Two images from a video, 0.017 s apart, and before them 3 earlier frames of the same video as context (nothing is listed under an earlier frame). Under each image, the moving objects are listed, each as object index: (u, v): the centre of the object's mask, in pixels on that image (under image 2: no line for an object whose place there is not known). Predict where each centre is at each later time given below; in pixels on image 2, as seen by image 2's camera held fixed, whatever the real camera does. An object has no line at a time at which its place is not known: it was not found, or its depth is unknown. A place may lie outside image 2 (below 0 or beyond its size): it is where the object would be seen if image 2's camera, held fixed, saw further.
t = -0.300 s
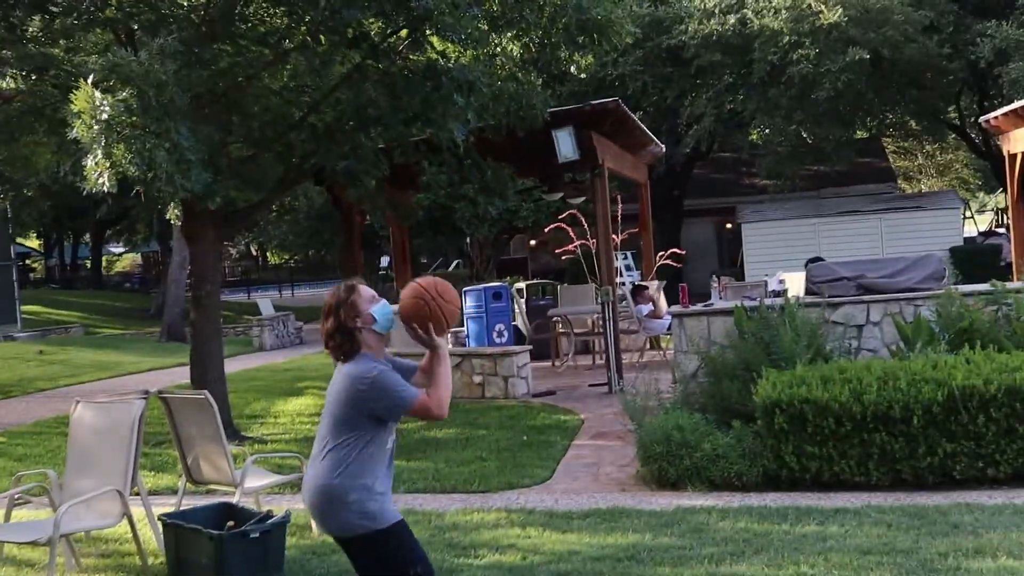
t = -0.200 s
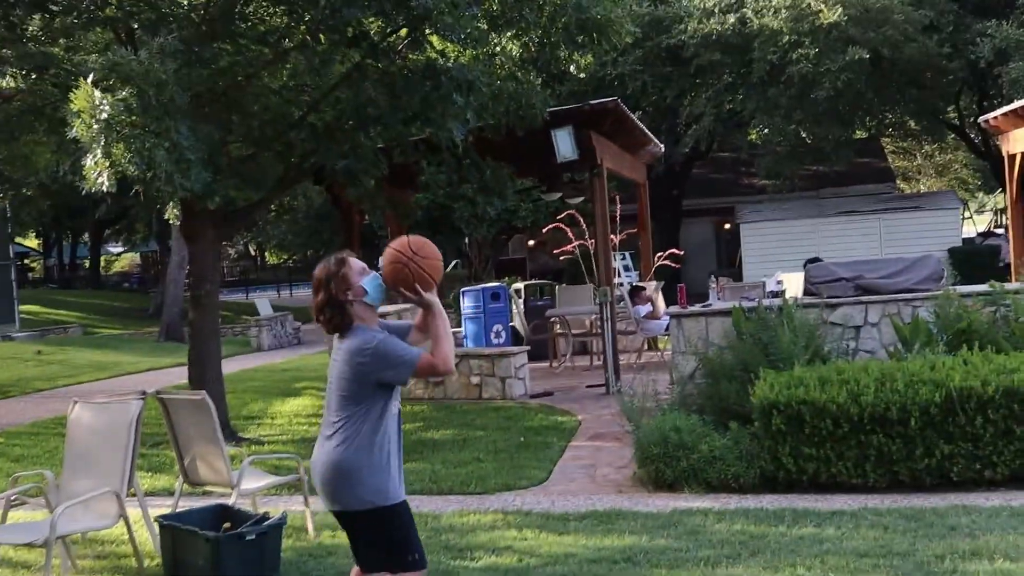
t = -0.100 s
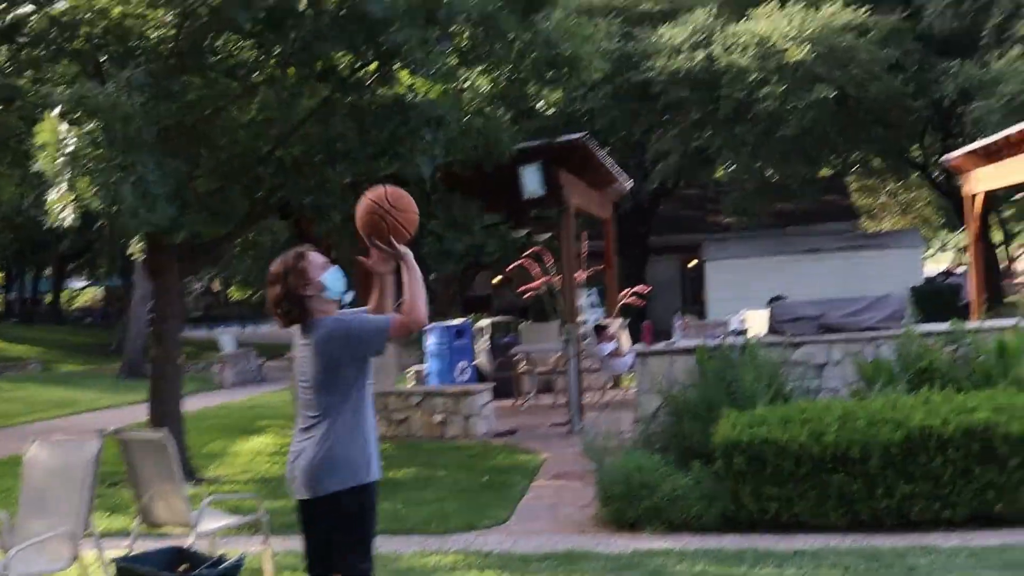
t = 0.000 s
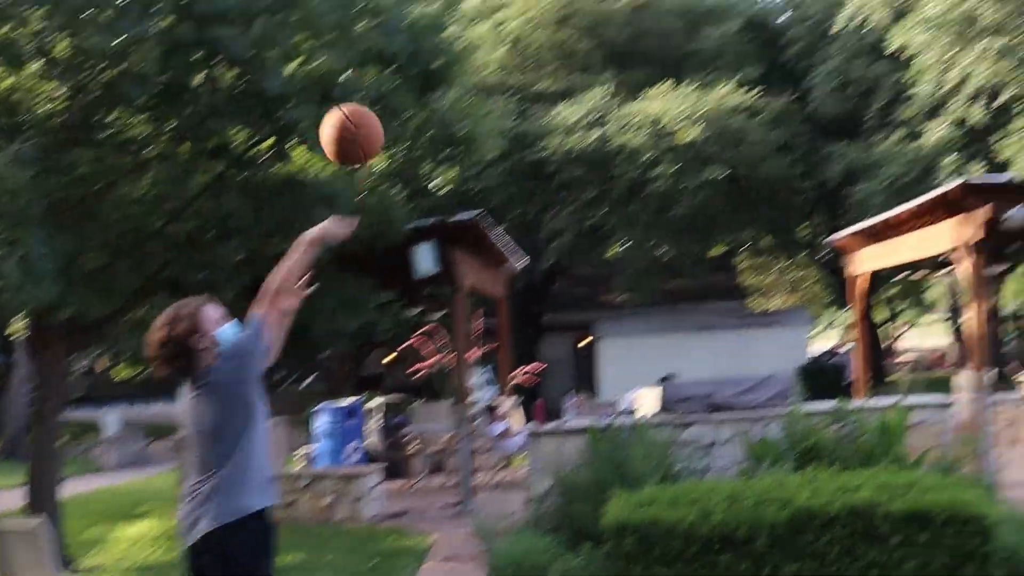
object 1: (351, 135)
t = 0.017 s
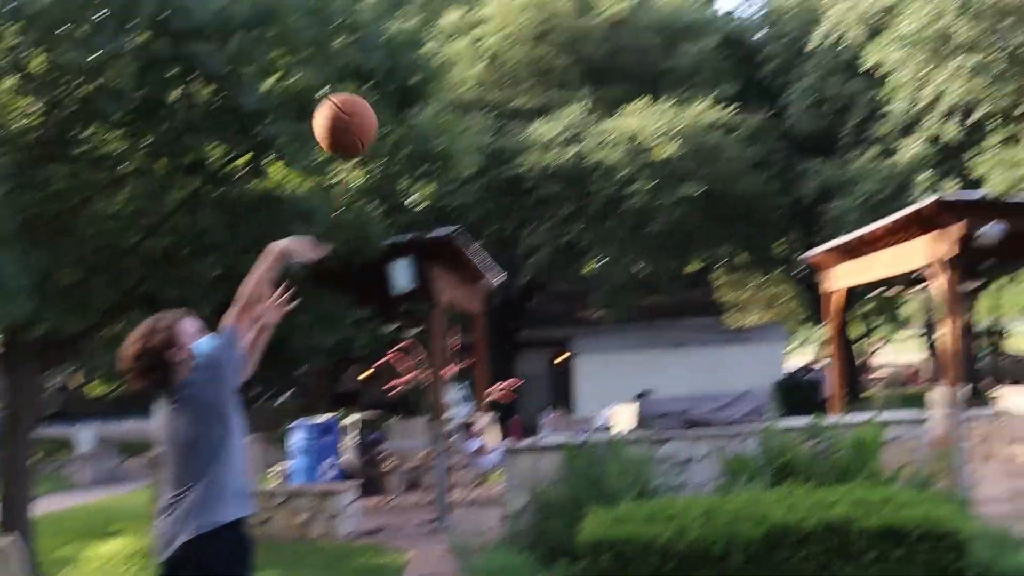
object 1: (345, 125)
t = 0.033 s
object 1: (362, 98)
